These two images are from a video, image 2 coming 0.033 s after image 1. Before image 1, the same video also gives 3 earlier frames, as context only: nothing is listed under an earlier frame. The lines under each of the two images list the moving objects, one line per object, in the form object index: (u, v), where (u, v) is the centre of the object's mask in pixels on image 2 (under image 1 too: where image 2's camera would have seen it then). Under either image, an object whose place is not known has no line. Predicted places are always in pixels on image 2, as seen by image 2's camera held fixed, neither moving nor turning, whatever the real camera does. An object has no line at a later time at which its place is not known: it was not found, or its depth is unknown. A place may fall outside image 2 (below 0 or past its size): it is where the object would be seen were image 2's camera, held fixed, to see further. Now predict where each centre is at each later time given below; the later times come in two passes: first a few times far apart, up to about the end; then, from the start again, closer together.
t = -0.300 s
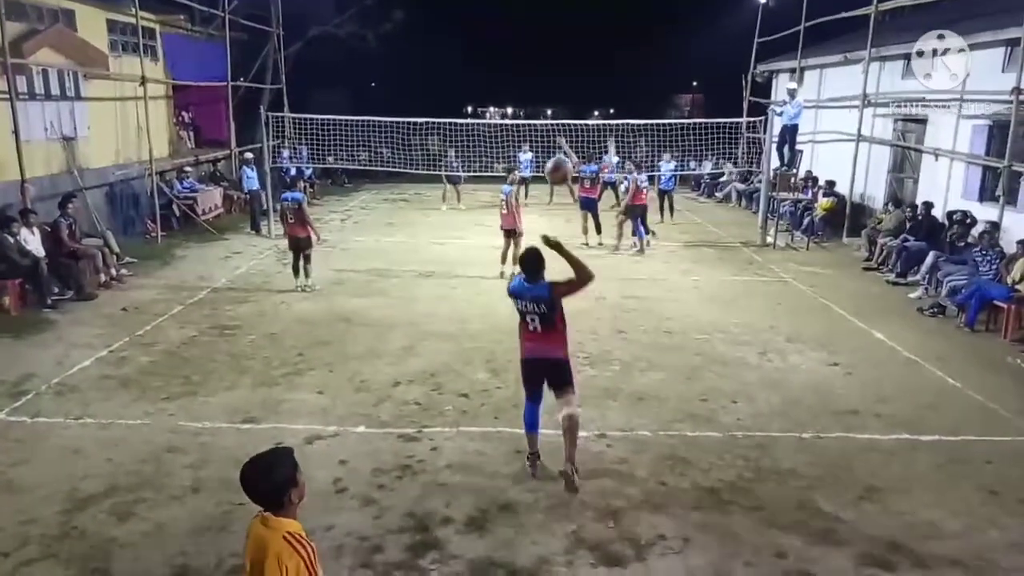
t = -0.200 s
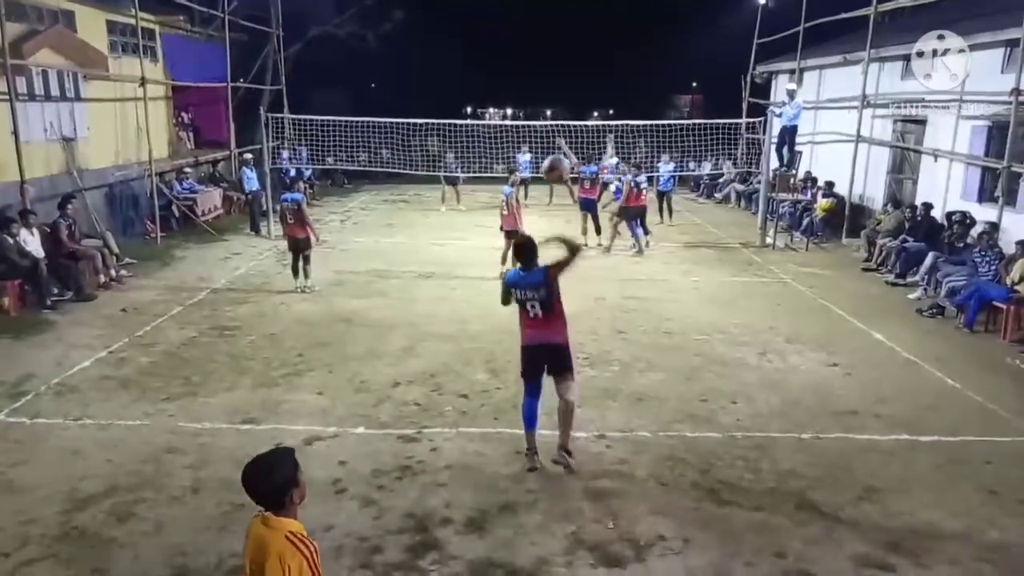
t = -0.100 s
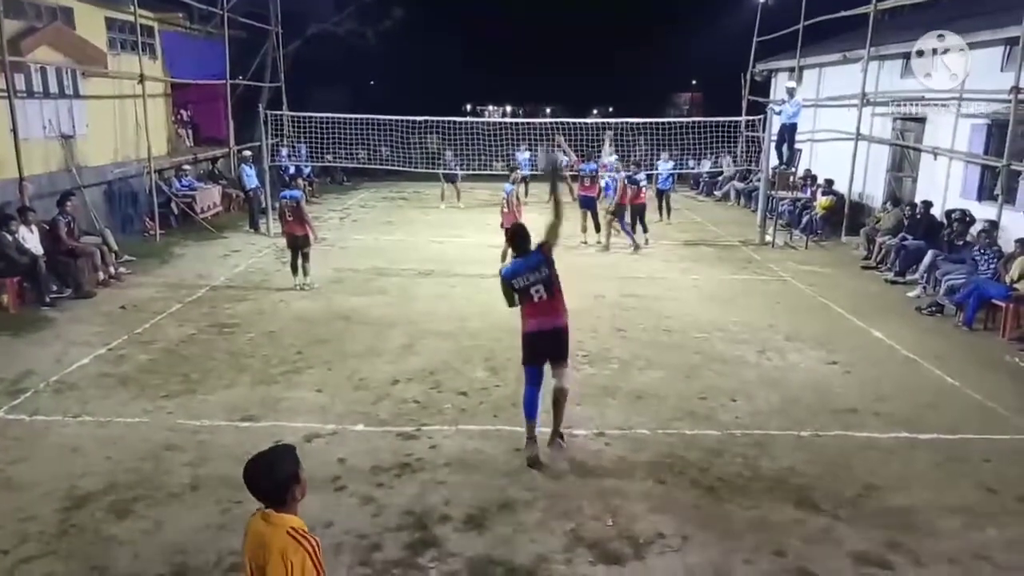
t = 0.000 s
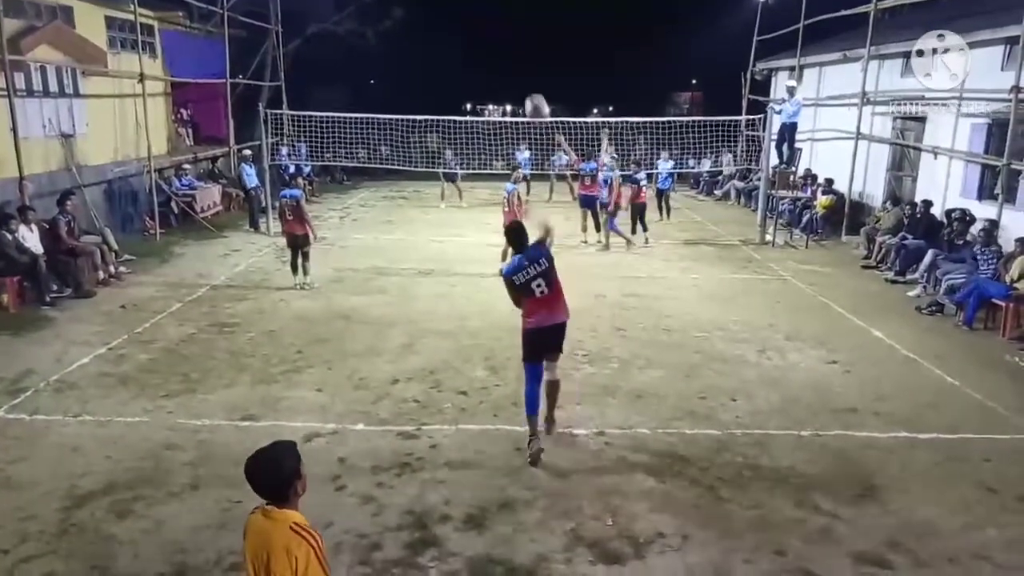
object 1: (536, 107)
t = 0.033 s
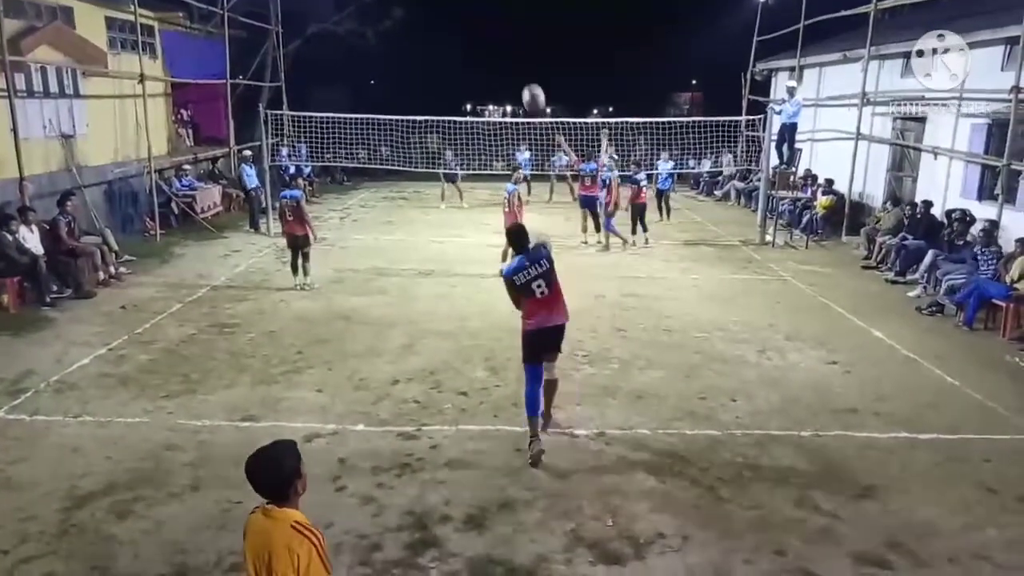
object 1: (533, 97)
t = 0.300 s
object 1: (517, 62)
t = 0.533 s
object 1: (512, 70)
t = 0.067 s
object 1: (530, 87)
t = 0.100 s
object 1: (528, 80)
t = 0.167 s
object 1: (523, 70)
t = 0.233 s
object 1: (521, 66)
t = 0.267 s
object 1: (519, 64)
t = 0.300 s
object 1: (517, 62)
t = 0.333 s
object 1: (516, 61)
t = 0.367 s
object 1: (515, 61)
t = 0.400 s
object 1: (514, 61)
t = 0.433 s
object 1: (513, 62)
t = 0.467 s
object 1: (513, 64)
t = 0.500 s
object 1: (513, 67)
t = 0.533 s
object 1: (512, 70)
